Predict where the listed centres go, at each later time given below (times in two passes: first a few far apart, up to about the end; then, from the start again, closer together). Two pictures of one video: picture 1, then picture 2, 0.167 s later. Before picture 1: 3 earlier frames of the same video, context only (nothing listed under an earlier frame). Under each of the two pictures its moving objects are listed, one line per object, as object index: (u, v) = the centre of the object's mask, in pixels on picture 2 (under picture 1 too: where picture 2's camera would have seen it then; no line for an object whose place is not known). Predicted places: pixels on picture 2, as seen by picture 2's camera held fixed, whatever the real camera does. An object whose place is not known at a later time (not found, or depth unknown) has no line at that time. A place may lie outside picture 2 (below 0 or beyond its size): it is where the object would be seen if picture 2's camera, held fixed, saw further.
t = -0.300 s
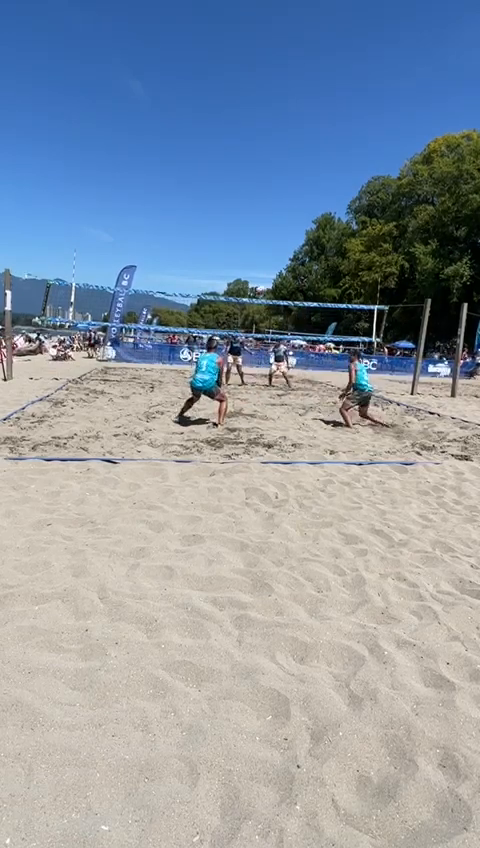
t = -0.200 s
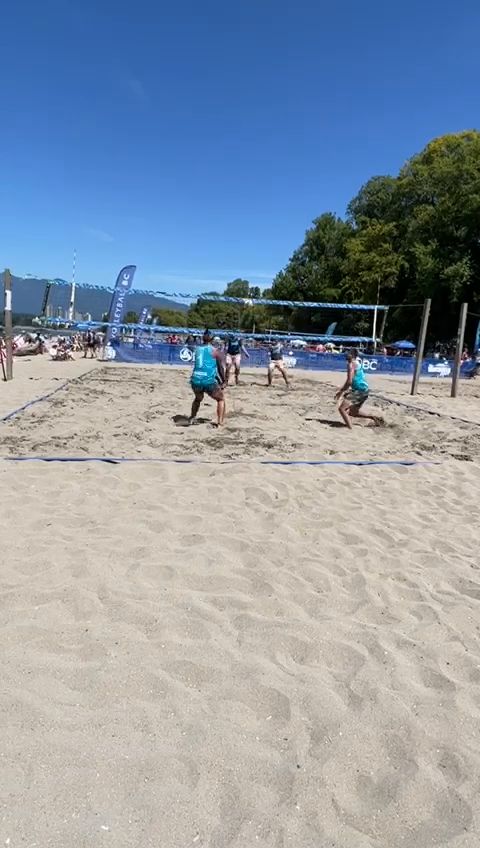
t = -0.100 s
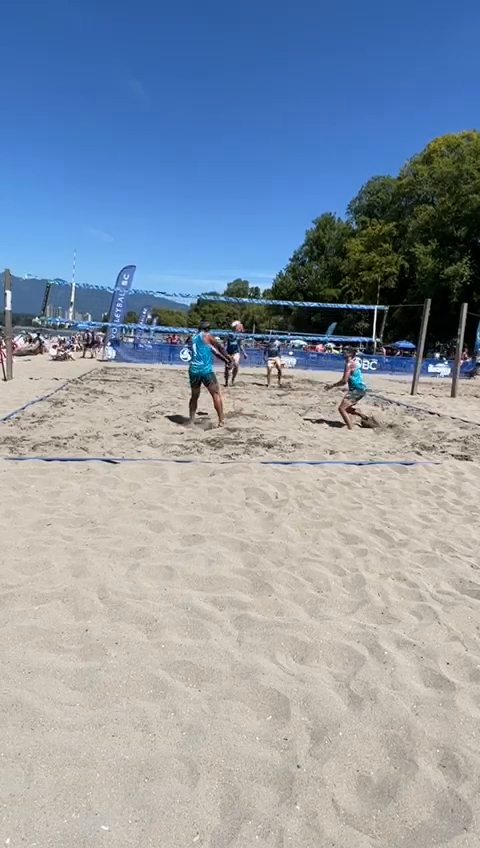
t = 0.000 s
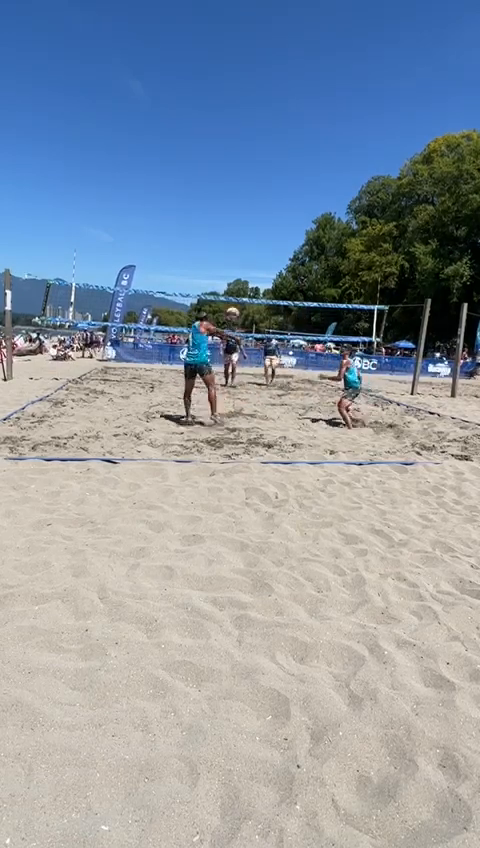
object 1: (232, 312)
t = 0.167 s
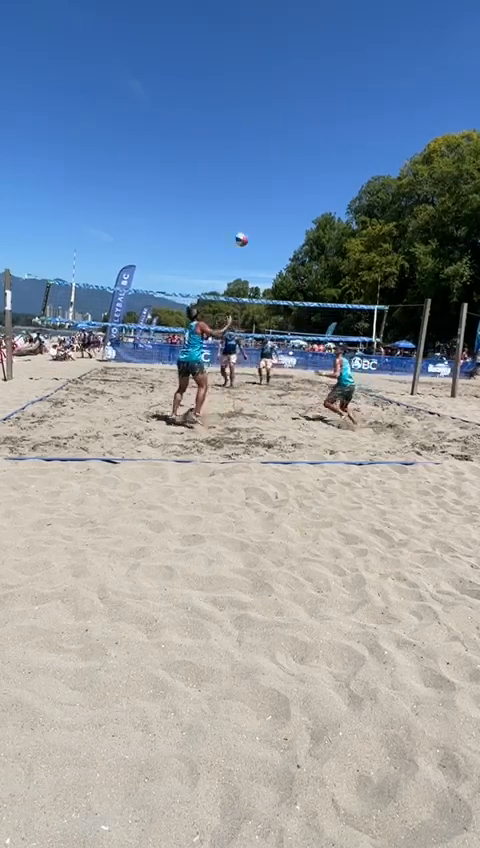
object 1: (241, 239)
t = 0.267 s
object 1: (246, 205)
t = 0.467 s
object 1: (254, 163)
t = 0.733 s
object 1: (263, 146)
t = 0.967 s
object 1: (269, 163)
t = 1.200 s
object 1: (273, 202)
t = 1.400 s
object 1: (275, 249)
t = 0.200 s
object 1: (243, 227)
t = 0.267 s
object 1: (246, 205)
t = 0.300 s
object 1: (247, 196)
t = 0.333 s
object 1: (249, 187)
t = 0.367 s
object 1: (250, 180)
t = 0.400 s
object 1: (251, 174)
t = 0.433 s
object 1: (253, 169)
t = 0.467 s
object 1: (254, 163)
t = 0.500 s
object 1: (255, 159)
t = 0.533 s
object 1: (257, 154)
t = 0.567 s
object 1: (257, 152)
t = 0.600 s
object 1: (259, 149)
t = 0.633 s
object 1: (260, 147)
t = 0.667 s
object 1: (261, 146)
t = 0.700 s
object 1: (262, 146)
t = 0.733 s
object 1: (263, 146)
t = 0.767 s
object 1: (264, 147)
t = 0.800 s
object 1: (265, 148)
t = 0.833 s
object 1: (266, 150)
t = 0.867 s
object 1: (267, 152)
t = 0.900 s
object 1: (267, 156)
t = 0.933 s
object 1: (268, 159)
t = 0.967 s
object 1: (269, 163)
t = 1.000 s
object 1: (269, 167)
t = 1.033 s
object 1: (270, 172)
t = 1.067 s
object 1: (270, 177)
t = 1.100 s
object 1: (271, 182)
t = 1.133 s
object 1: (272, 189)
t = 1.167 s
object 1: (272, 195)
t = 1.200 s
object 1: (273, 202)
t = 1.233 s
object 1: (273, 209)
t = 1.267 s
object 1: (274, 217)
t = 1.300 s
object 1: (274, 224)
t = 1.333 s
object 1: (274, 232)
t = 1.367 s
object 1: (275, 240)
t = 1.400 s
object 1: (275, 249)
